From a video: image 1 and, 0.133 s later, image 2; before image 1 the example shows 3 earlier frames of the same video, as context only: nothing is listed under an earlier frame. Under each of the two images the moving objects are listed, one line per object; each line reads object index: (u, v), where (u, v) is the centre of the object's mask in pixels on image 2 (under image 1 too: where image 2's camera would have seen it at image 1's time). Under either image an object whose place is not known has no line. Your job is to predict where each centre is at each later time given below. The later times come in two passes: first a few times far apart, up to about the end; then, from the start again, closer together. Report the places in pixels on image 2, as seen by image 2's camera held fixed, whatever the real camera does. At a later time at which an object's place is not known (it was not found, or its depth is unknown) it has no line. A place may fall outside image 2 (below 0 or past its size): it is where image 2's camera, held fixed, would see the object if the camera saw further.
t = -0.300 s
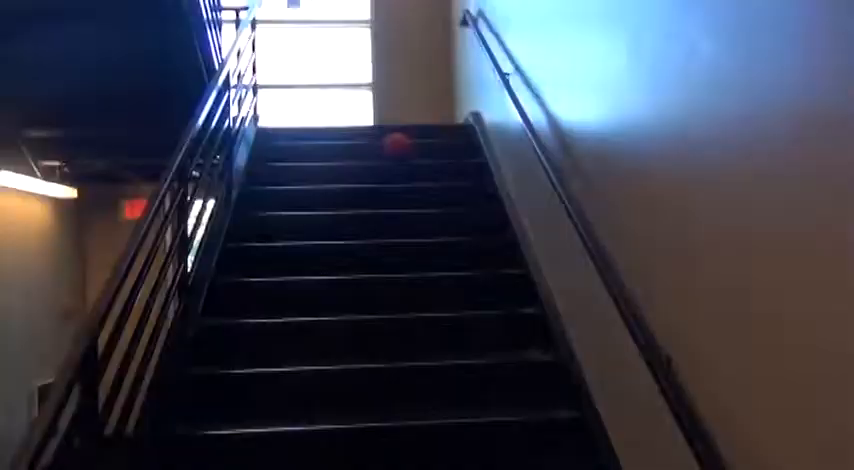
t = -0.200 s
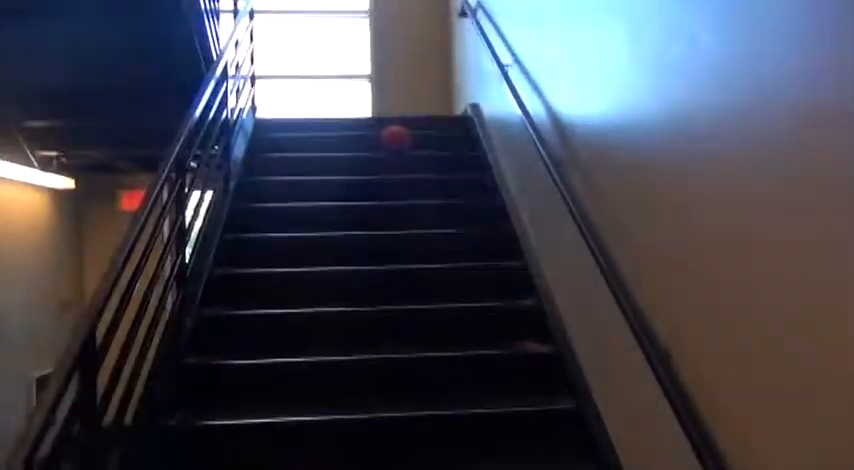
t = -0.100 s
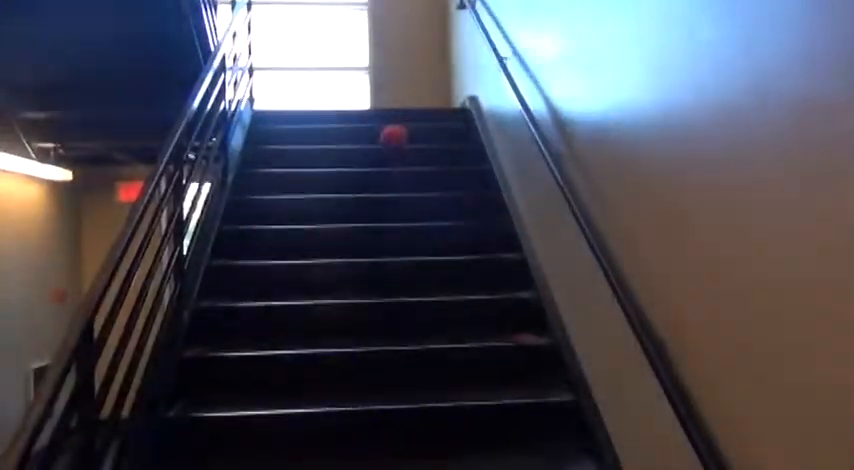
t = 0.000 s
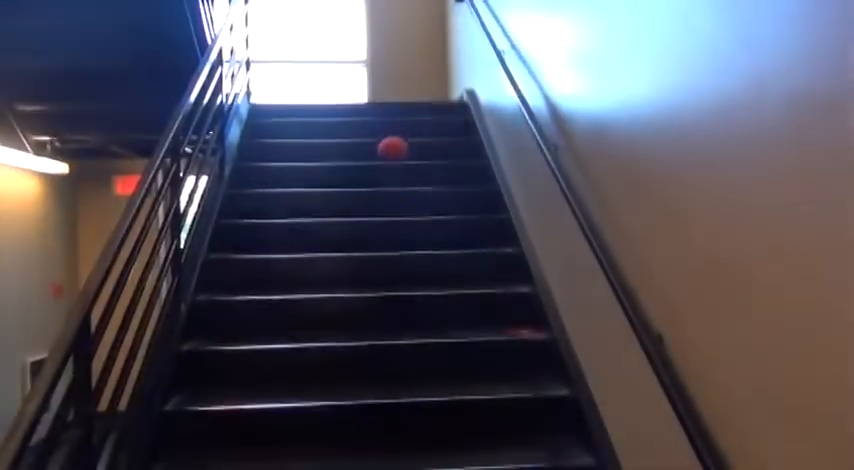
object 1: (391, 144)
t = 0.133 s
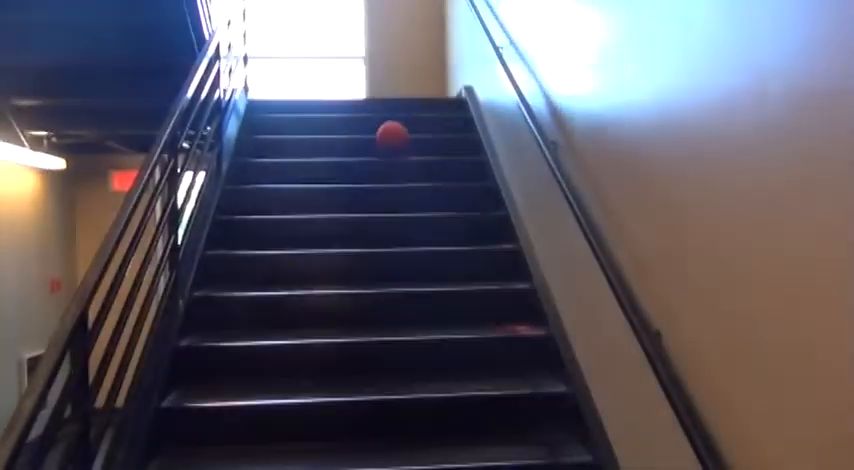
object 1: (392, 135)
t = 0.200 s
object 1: (393, 140)
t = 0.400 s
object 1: (397, 154)
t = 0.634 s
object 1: (402, 157)
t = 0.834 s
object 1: (404, 197)
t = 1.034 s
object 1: (410, 191)
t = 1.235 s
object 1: (416, 260)
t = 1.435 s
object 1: (418, 244)
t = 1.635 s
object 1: (420, 291)
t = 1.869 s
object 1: (421, 352)
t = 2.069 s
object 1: (426, 441)
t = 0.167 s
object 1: (393, 136)
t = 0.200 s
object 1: (393, 140)
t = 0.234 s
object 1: (393, 143)
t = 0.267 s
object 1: (394, 143)
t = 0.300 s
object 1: (394, 144)
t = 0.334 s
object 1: (395, 145)
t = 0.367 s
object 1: (397, 148)
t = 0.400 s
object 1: (397, 154)
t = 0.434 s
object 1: (399, 162)
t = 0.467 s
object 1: (399, 169)
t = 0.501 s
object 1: (400, 165)
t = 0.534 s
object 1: (400, 161)
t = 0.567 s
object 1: (401, 157)
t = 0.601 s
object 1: (401, 156)
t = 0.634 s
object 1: (402, 157)
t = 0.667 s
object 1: (402, 160)
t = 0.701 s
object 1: (402, 166)
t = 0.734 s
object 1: (403, 171)
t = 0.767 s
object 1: (403, 181)
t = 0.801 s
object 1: (404, 192)
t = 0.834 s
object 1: (404, 197)
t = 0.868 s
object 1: (405, 191)
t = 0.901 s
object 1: (406, 186)
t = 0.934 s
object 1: (407, 184)
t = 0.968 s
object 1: (408, 184)
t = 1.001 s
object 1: (408, 186)
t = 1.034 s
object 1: (410, 191)
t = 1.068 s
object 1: (410, 195)
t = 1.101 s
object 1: (411, 204)
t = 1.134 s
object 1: (412, 214)
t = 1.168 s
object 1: (413, 226)
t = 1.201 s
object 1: (415, 241)
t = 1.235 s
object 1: (416, 260)
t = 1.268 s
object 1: (417, 266)
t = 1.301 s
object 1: (417, 258)
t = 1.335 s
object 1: (417, 251)
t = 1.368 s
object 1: (417, 246)
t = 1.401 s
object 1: (417, 244)
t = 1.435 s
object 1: (418, 244)
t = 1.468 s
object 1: (418, 245)
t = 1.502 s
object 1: (418, 250)
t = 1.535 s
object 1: (418, 256)
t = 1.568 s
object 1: (419, 264)
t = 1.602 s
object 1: (420, 277)
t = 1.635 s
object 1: (420, 291)
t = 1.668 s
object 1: (421, 308)
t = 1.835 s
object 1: (420, 340)
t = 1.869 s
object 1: (421, 352)
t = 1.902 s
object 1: (422, 369)
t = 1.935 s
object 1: (423, 389)
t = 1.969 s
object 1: (424, 414)
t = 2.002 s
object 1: (425, 432)
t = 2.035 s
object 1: (425, 435)
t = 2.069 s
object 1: (426, 441)
